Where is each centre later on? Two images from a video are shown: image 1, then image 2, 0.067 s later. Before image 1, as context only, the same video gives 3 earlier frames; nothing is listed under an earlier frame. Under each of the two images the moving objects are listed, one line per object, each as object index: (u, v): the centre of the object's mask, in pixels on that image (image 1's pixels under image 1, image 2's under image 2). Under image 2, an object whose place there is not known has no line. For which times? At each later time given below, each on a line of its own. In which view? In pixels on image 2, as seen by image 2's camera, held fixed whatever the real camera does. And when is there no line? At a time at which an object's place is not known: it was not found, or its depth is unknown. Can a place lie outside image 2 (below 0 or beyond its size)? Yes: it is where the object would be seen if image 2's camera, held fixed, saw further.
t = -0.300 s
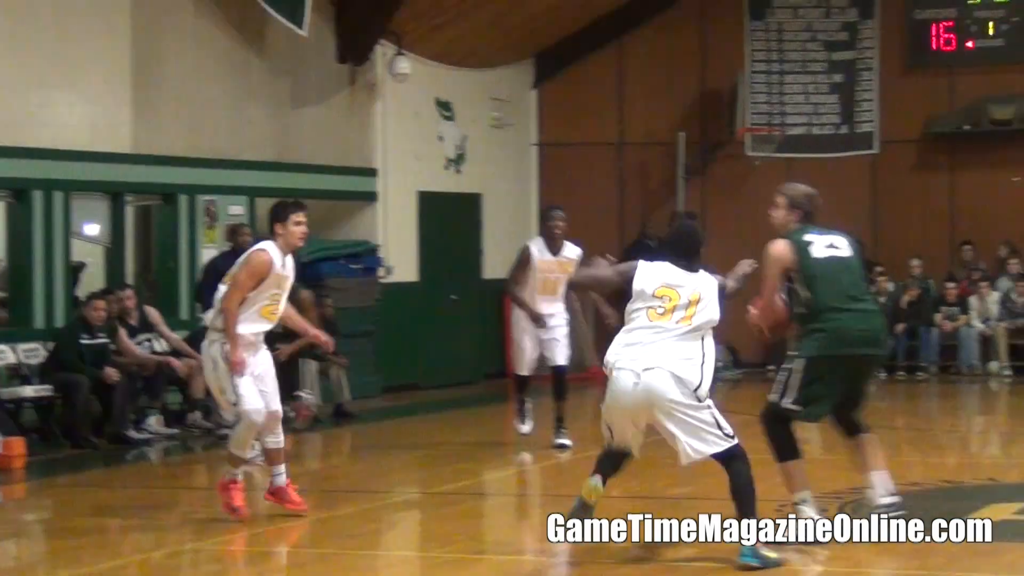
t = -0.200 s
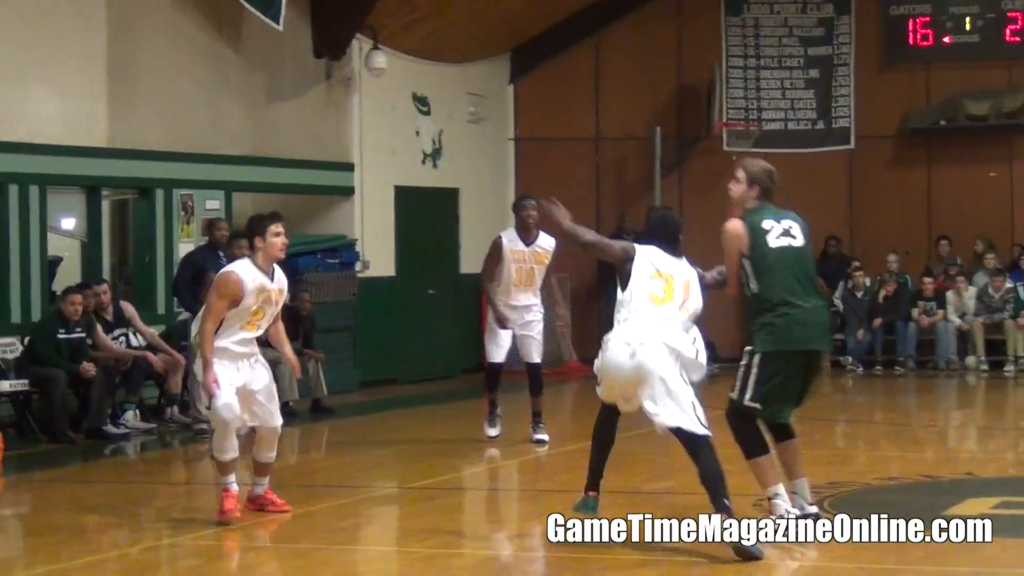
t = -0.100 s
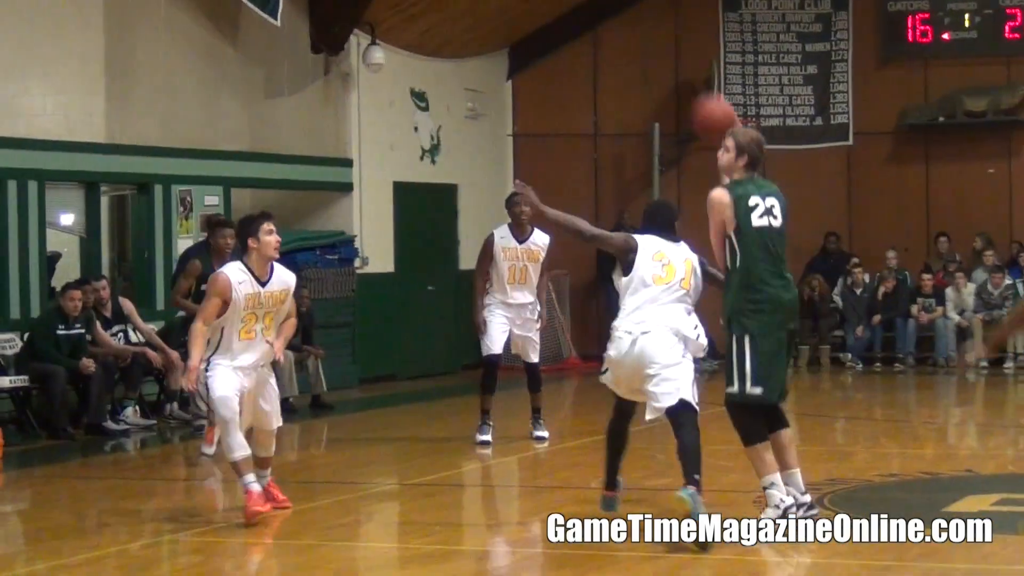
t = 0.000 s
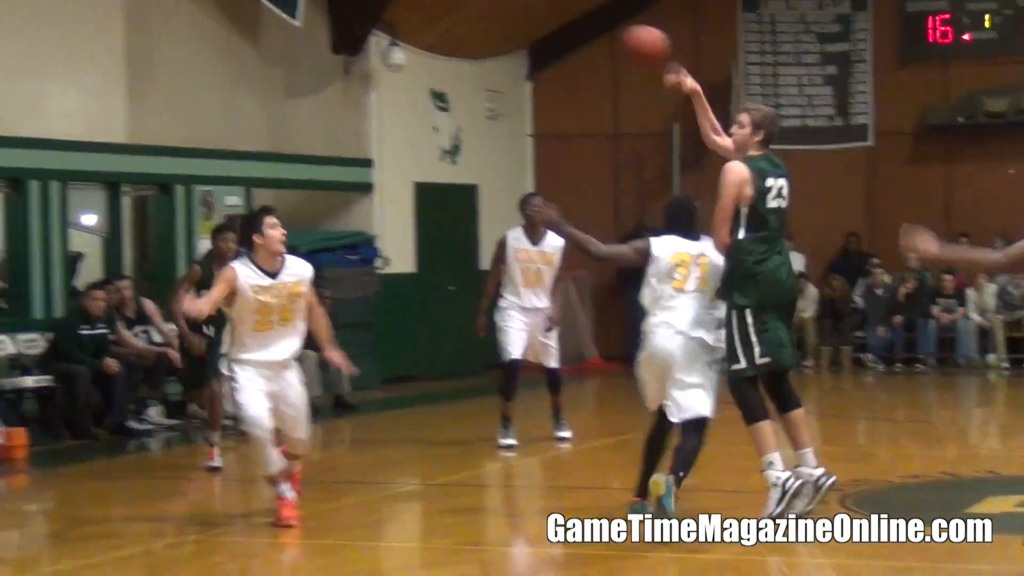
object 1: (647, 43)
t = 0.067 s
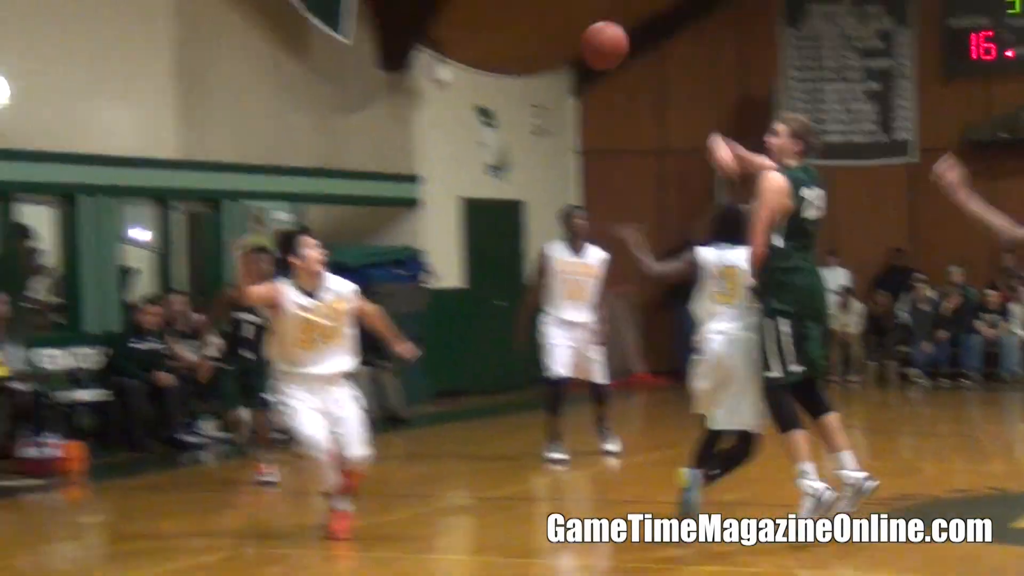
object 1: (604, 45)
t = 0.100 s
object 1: (560, 37)
